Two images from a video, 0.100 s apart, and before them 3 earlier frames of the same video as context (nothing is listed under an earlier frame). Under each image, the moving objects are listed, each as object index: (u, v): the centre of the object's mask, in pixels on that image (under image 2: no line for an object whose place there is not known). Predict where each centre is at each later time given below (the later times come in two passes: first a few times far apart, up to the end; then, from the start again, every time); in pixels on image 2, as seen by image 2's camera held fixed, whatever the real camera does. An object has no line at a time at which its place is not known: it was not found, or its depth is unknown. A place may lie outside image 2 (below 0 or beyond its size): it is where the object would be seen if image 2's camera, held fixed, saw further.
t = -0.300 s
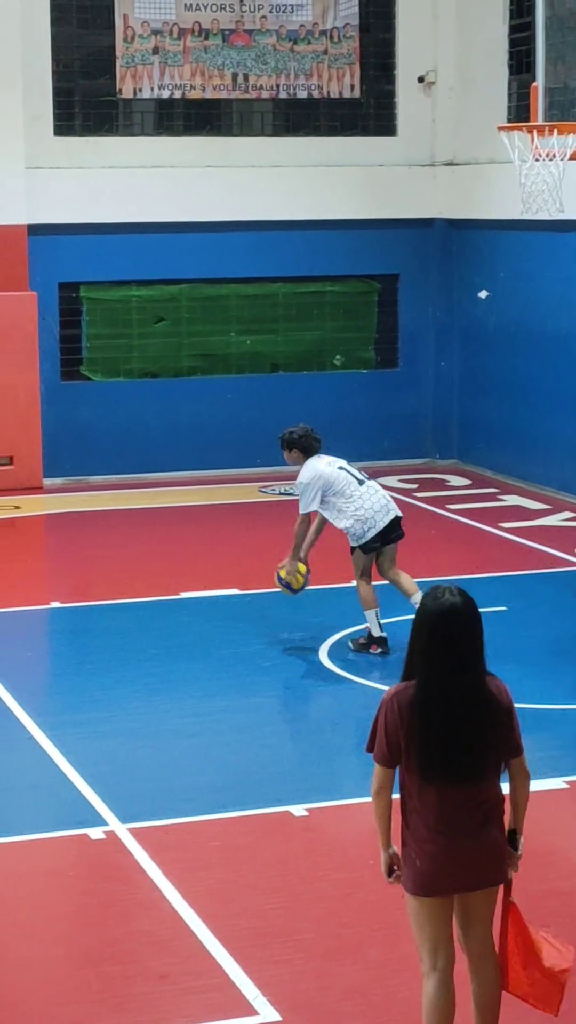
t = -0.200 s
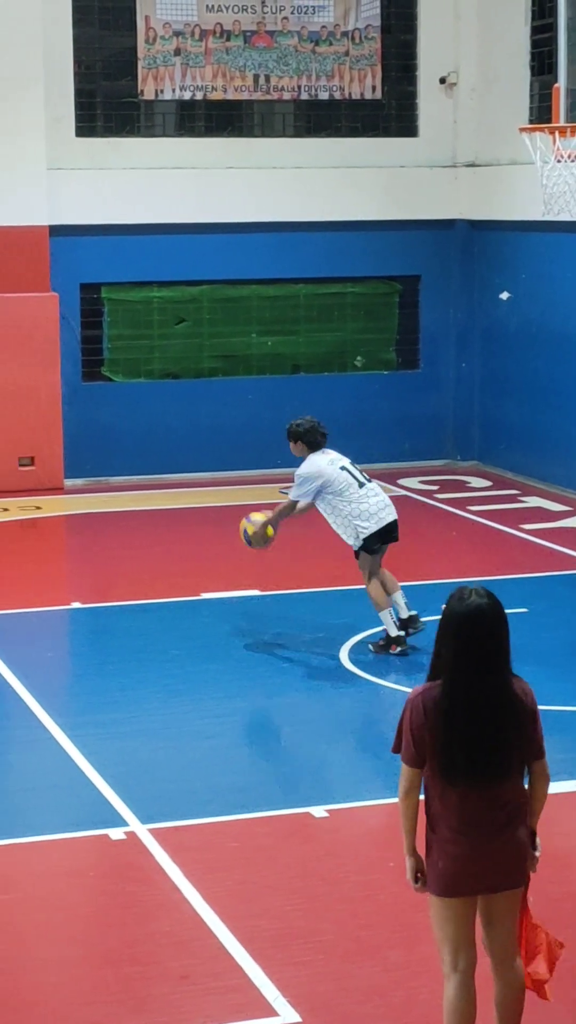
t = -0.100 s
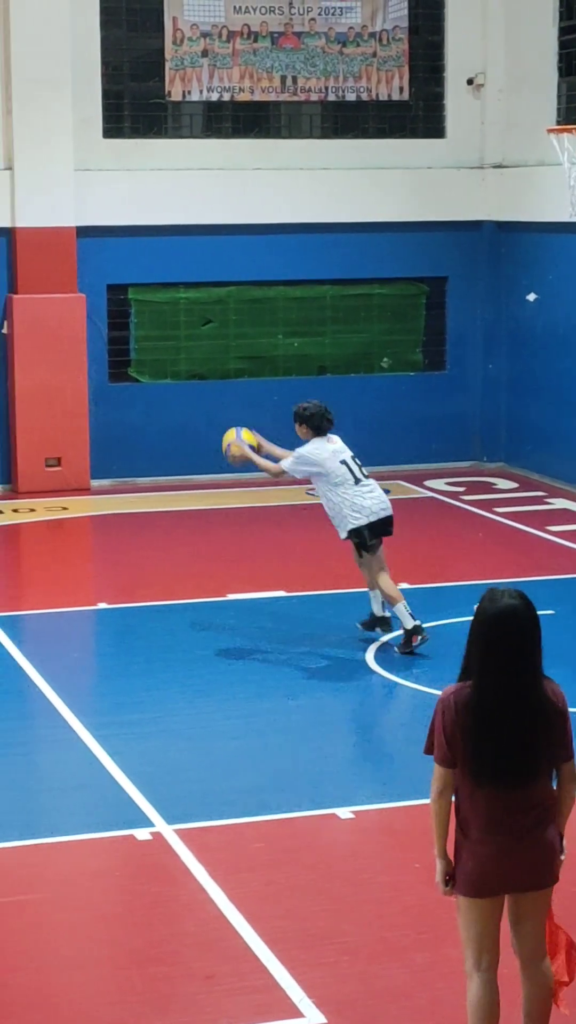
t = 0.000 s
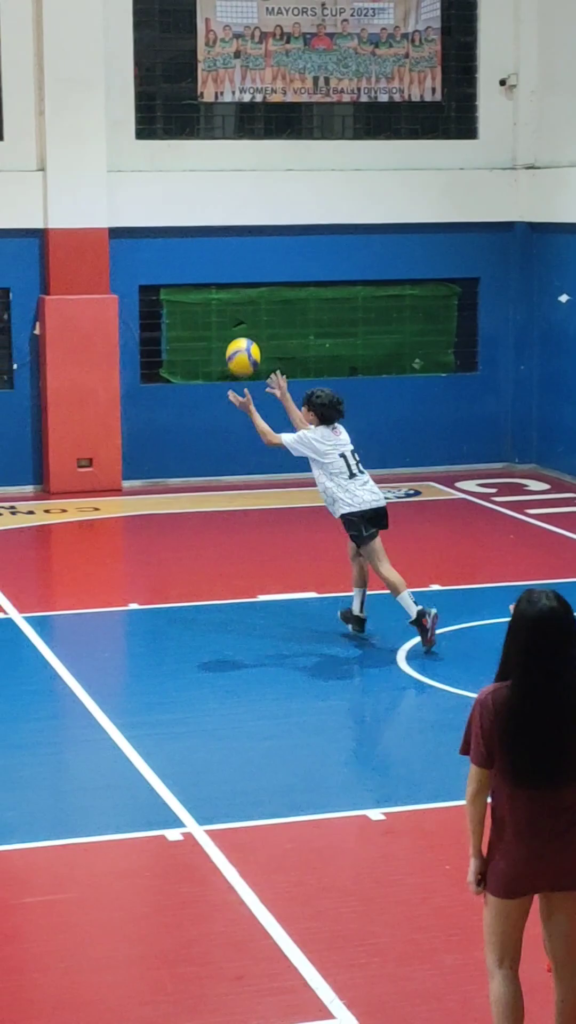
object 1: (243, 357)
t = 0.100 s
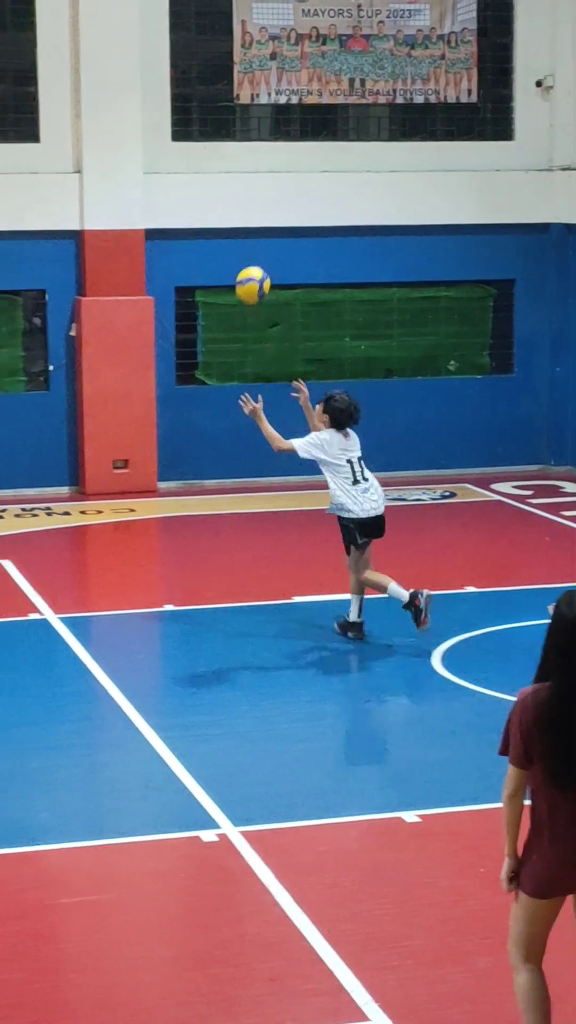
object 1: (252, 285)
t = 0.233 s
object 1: (220, 213)
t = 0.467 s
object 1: (167, 157)
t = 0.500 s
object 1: (160, 156)
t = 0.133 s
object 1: (244, 264)
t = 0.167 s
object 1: (236, 246)
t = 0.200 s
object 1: (228, 229)
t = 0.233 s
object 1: (220, 213)
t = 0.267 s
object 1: (213, 199)
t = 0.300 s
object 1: (205, 188)
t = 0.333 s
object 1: (197, 178)
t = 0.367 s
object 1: (189, 170)
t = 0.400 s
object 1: (182, 164)
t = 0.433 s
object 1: (175, 160)
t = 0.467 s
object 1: (167, 157)
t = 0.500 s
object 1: (160, 156)
